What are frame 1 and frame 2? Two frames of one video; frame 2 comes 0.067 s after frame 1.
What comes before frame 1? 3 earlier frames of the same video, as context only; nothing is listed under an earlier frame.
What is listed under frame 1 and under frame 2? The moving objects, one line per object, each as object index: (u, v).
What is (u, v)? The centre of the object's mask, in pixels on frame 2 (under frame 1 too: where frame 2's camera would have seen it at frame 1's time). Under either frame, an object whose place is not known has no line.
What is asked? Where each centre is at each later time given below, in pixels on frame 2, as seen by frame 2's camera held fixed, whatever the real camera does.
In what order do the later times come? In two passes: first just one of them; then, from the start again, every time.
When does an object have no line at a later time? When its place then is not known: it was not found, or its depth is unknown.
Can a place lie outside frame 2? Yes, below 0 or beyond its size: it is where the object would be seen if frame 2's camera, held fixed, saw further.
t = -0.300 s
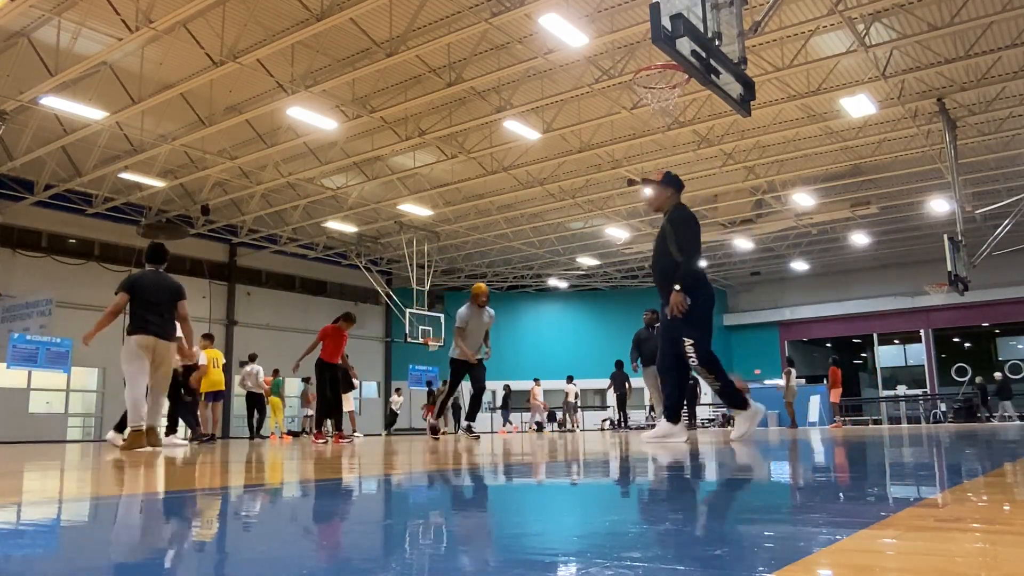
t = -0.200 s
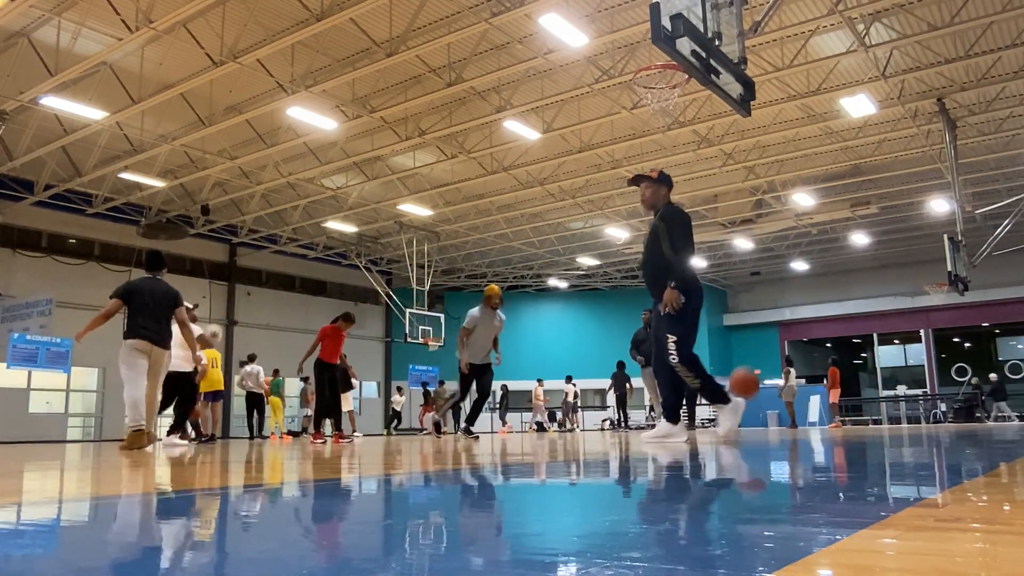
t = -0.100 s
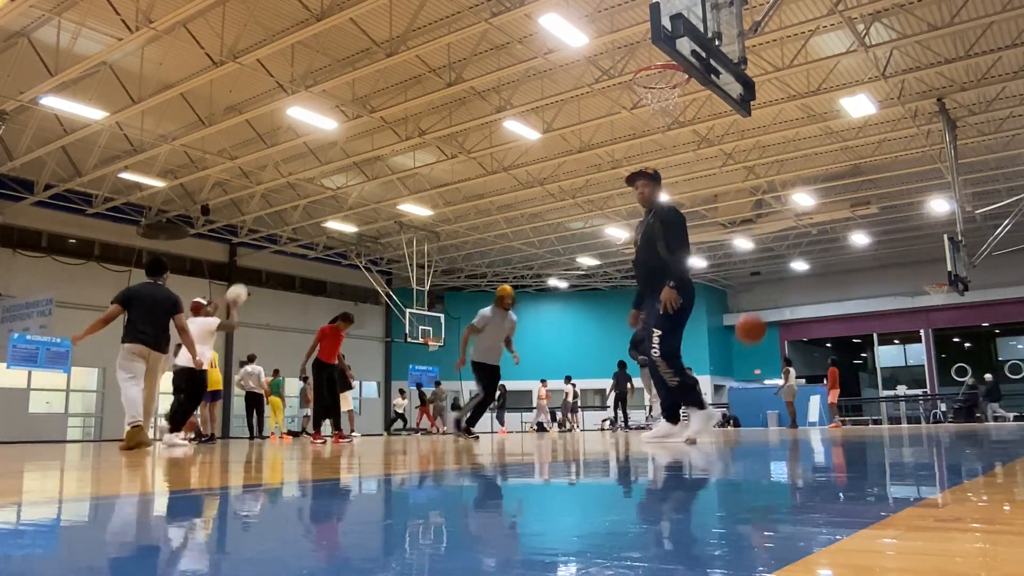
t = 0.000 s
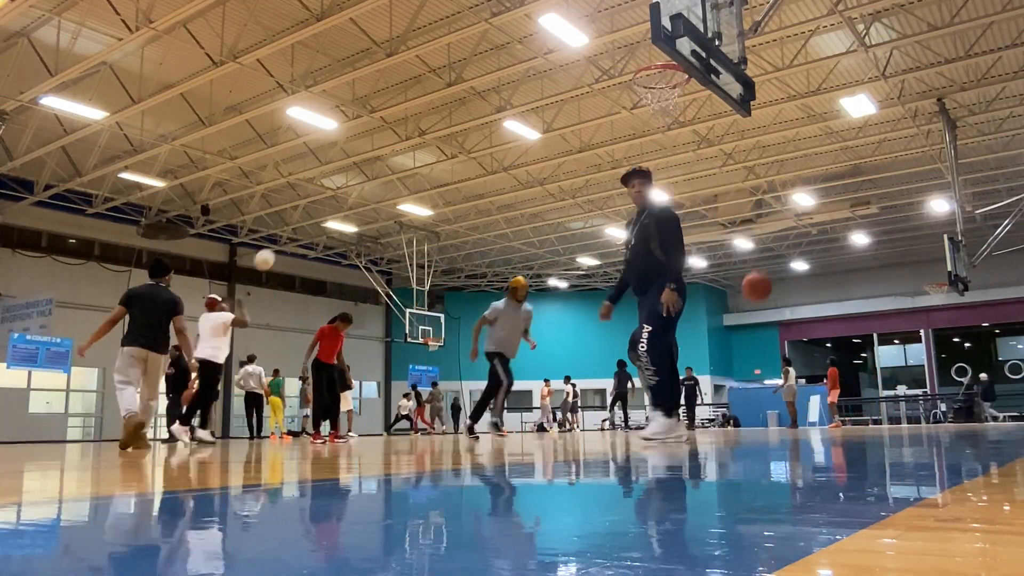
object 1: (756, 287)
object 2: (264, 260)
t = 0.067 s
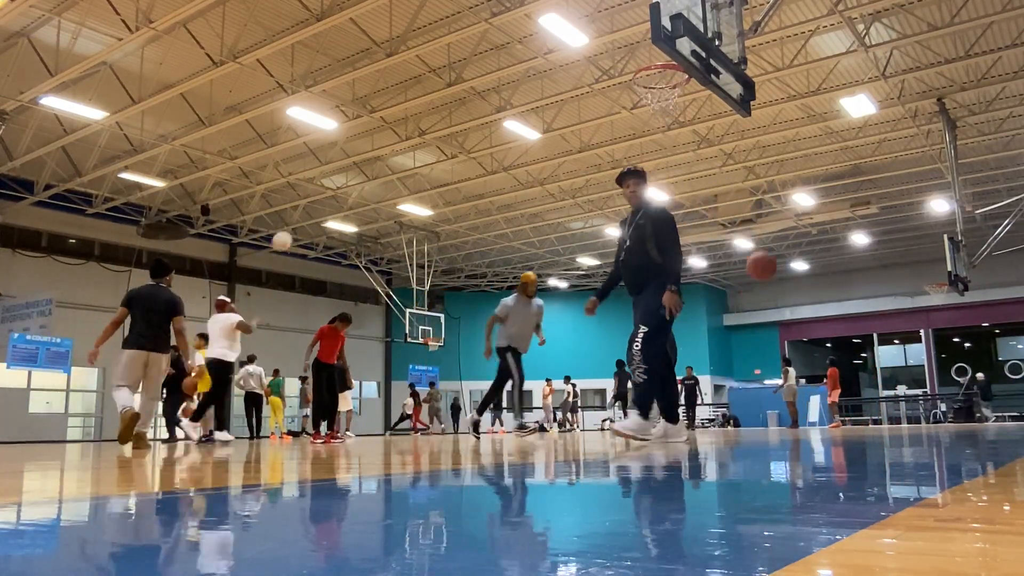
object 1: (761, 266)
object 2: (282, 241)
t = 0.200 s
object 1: (773, 241)
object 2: (315, 216)
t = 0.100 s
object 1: (764, 257)
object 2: (290, 234)
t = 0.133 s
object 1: (767, 251)
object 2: (298, 227)
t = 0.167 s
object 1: (770, 245)
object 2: (307, 221)
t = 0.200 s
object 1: (773, 241)
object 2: (315, 216)
